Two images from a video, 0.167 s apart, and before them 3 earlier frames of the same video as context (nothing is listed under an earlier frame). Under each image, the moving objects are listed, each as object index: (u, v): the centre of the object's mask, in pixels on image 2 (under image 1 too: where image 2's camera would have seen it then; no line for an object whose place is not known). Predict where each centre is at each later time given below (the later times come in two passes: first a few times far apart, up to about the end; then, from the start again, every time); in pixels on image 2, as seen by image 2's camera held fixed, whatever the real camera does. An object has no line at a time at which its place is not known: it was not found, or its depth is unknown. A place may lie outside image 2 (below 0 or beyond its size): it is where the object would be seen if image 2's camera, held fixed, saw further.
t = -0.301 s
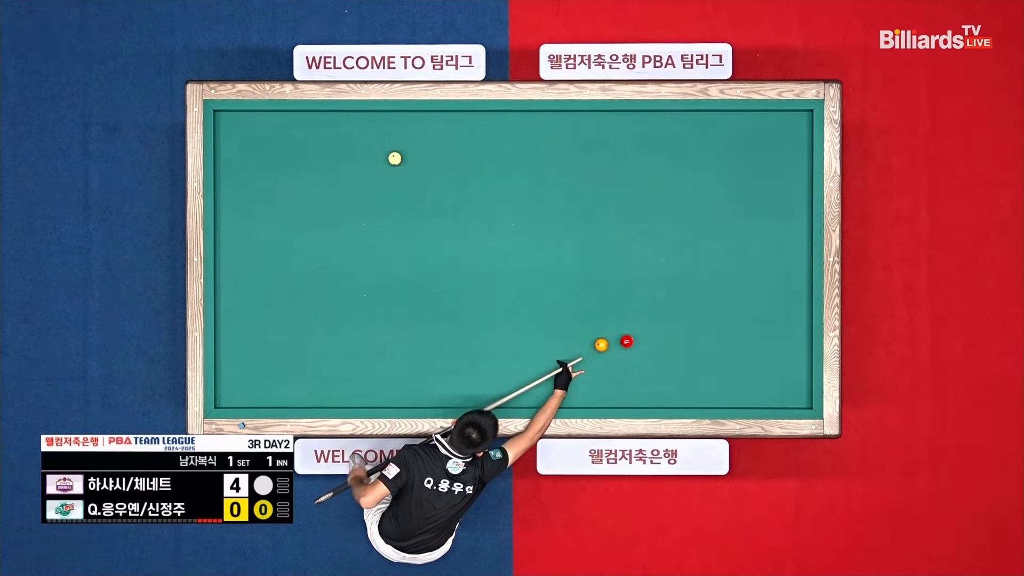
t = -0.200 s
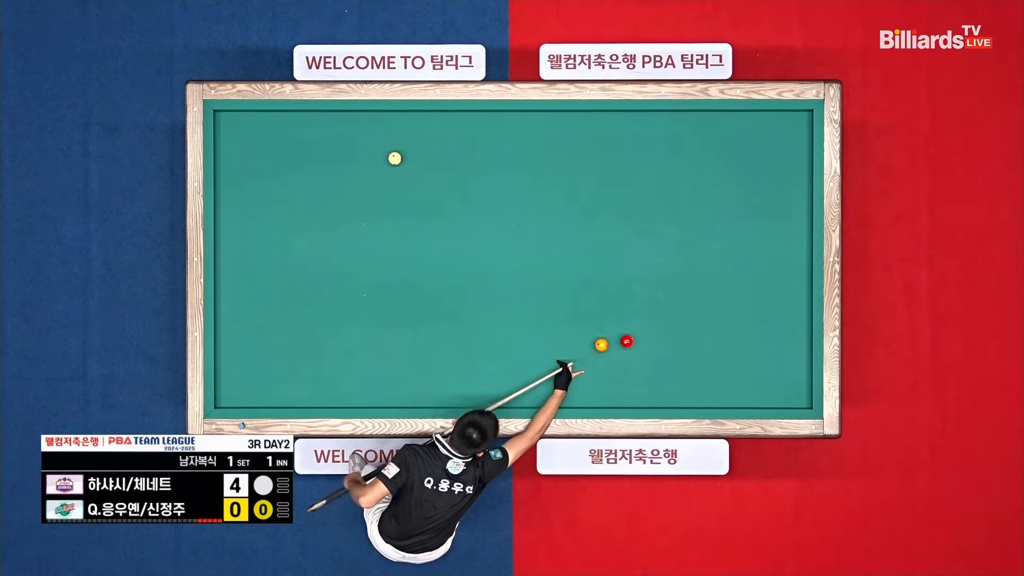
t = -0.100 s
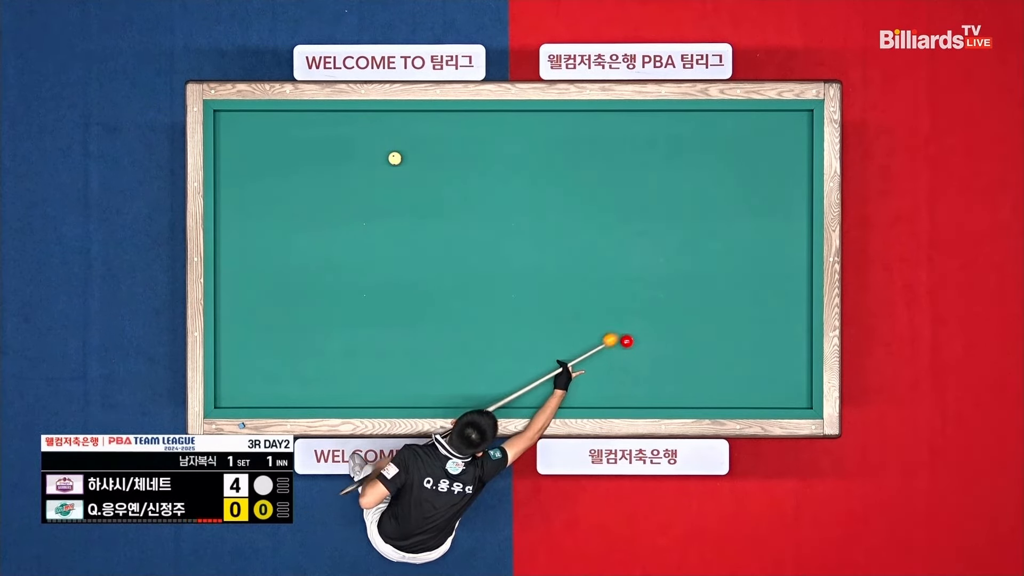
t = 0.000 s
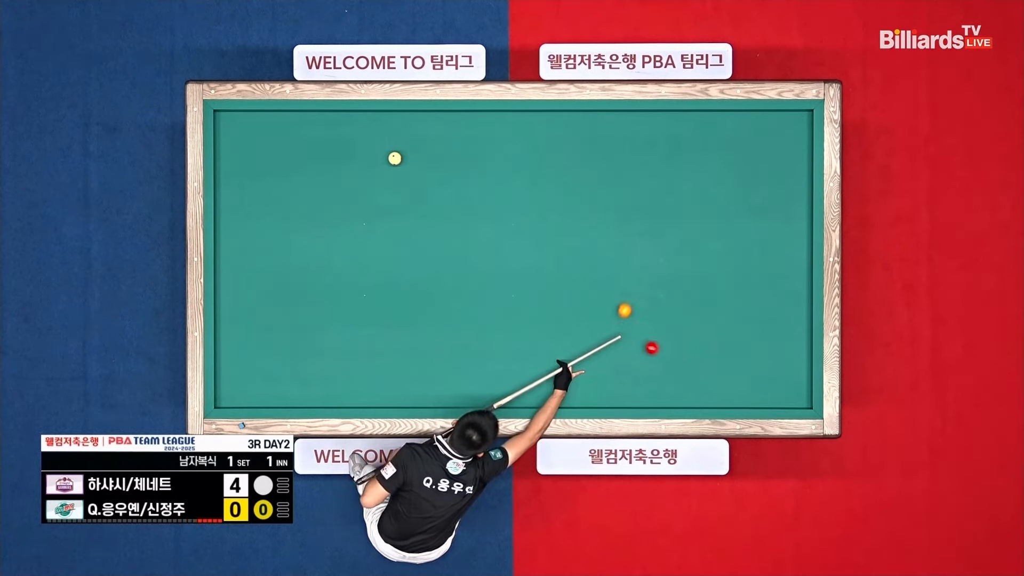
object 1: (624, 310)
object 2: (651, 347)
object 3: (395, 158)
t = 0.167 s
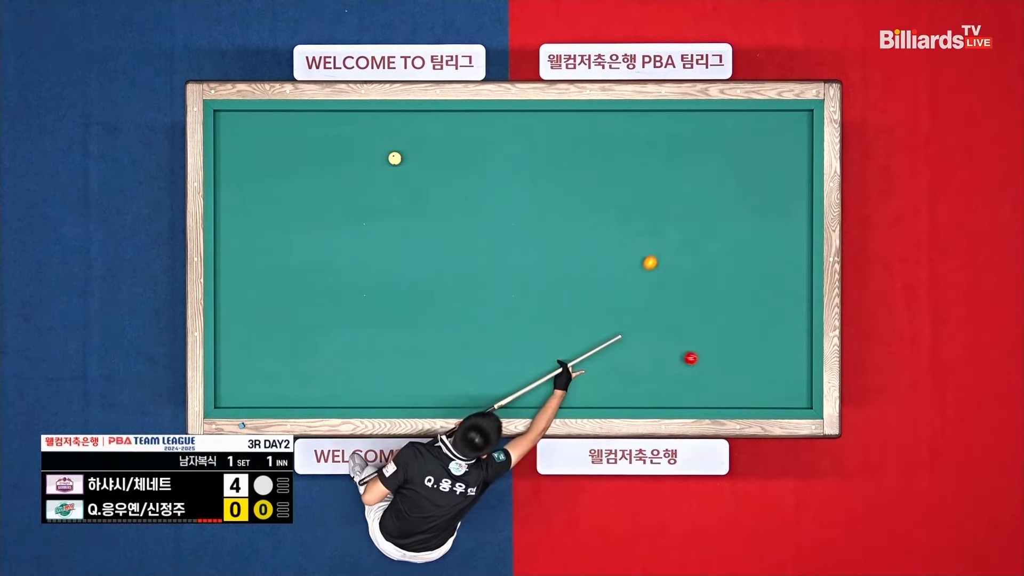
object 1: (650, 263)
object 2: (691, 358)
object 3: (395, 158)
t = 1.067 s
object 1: (797, 183)
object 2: (766, 397)
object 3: (395, 158)
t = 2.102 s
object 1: (727, 331)
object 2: (663, 391)
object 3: (395, 158)
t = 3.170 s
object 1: (642, 362)
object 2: (571, 378)
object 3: (395, 158)
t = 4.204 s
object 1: (558, 289)
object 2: (490, 366)
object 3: (395, 158)
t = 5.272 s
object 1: (480, 222)
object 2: (420, 355)
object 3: (395, 158)
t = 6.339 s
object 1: (413, 164)
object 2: (361, 344)
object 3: (395, 158)
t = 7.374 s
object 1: (399, 117)
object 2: (313, 334)
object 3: (362, 155)
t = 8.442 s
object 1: (397, 135)
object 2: (274, 327)
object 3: (337, 152)
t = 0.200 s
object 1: (656, 253)
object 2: (697, 360)
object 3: (395, 158)
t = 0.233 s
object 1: (662, 244)
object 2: (704, 362)
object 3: (395, 158)
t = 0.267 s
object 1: (668, 235)
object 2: (710, 364)
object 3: (395, 158)
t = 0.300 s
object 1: (671, 230)
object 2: (714, 364)
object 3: (395, 158)
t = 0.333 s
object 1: (677, 221)
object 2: (720, 366)
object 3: (395, 158)
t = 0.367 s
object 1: (682, 212)
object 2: (727, 368)
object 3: (395, 158)
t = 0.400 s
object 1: (691, 198)
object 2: (737, 371)
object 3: (395, 158)
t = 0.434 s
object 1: (697, 189)
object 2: (744, 372)
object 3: (395, 158)
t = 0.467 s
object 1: (703, 180)
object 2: (750, 374)
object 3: (395, 158)
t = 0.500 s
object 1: (709, 171)
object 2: (757, 376)
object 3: (395, 158)
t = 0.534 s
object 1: (715, 161)
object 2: (764, 378)
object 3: (395, 158)
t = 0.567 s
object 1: (721, 152)
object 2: (770, 380)
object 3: (395, 158)
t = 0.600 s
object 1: (727, 143)
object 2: (777, 381)
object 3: (395, 158)
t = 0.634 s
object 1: (733, 134)
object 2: (784, 383)
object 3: (395, 158)
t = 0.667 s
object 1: (739, 125)
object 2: (790, 385)
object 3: (395, 158)
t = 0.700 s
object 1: (741, 120)
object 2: (793, 386)
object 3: (395, 158)
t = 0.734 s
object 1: (747, 118)
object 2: (800, 387)
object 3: (395, 158)
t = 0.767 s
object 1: (752, 126)
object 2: (806, 389)
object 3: (395, 158)
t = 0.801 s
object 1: (759, 137)
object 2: (798, 390)
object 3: (395, 158)
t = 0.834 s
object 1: (764, 144)
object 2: (793, 391)
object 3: (395, 158)
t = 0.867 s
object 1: (768, 150)
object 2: (789, 392)
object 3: (395, 158)
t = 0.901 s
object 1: (773, 156)
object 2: (785, 393)
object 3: (395, 158)
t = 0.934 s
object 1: (778, 162)
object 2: (781, 394)
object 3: (395, 158)
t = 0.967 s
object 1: (783, 167)
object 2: (777, 395)
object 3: (395, 158)
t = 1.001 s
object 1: (787, 172)
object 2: (774, 395)
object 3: (395, 158)
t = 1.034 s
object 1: (792, 178)
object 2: (770, 396)
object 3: (395, 158)
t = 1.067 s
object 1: (797, 183)
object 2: (766, 397)
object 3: (395, 158)
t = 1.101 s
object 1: (799, 185)
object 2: (764, 398)
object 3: (395, 158)
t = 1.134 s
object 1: (804, 190)
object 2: (760, 398)
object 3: (395, 158)
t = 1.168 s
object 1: (805, 195)
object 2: (756, 399)
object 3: (395, 158)
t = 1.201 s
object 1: (800, 203)
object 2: (751, 401)
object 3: (395, 158)
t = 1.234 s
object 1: (797, 208)
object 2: (747, 401)
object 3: (395, 158)
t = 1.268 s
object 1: (794, 213)
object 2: (744, 402)
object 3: (395, 158)
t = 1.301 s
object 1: (791, 217)
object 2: (741, 402)
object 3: (395, 158)
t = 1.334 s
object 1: (788, 222)
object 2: (737, 402)
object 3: (395, 158)
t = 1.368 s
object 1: (785, 227)
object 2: (734, 401)
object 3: (395, 158)
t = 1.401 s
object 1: (783, 232)
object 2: (730, 401)
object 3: (395, 158)
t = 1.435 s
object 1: (780, 237)
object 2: (727, 400)
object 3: (395, 158)
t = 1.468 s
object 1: (777, 242)
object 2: (724, 400)
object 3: (395, 158)
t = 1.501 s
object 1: (776, 244)
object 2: (722, 400)
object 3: (395, 158)
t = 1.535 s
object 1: (773, 249)
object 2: (719, 399)
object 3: (395, 158)
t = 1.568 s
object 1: (770, 253)
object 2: (715, 399)
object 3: (395, 158)
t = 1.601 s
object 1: (766, 261)
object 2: (710, 398)
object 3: (395, 158)
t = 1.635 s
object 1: (764, 266)
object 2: (707, 398)
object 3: (395, 158)
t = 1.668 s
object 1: (761, 270)
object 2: (704, 397)
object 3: (395, 158)
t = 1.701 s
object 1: (758, 275)
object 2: (701, 397)
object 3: (395, 158)
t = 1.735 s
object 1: (756, 280)
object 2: (698, 396)
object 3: (395, 158)
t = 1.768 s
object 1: (753, 284)
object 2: (695, 396)
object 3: (395, 158)
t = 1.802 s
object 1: (751, 289)
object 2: (691, 395)
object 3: (395, 158)
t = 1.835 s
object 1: (748, 294)
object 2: (688, 395)
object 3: (395, 158)
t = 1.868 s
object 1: (746, 296)
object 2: (687, 395)
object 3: (395, 158)
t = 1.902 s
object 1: (744, 301)
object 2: (683, 394)
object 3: (395, 158)
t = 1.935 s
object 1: (742, 305)
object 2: (680, 394)
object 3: (395, 158)
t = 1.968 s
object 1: (739, 310)
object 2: (677, 393)
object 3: (395, 158)
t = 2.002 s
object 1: (735, 317)
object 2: (672, 393)
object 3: (395, 158)
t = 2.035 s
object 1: (732, 322)
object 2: (669, 392)
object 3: (395, 158)
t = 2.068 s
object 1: (730, 326)
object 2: (667, 392)
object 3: (395, 158)
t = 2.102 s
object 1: (727, 331)
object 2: (663, 391)
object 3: (395, 158)
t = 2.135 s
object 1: (725, 336)
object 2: (660, 391)
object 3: (395, 158)
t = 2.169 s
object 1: (722, 340)
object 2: (657, 391)
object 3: (395, 158)
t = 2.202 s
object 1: (720, 344)
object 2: (654, 390)
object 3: (395, 158)
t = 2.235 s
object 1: (717, 349)
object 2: (651, 390)
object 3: (395, 158)
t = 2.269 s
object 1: (716, 351)
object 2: (649, 390)
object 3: (395, 158)
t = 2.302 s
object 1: (713, 356)
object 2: (646, 389)
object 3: (395, 158)
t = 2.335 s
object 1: (710, 360)
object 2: (644, 389)
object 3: (395, 158)
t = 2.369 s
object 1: (708, 365)
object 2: (640, 388)
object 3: (395, 158)
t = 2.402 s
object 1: (706, 369)
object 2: (637, 388)
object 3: (395, 158)
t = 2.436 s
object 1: (702, 376)
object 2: (633, 387)
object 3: (395, 158)
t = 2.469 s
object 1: (699, 380)
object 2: (630, 387)
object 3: (395, 158)
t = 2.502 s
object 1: (697, 385)
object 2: (627, 386)
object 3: (395, 158)
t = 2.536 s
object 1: (694, 389)
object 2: (624, 386)
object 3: (395, 158)
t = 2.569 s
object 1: (692, 394)
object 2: (621, 386)
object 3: (395, 158)
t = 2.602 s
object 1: (689, 398)
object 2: (618, 385)
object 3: (395, 158)
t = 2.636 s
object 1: (687, 402)
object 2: (615, 385)
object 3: (395, 158)
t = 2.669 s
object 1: (685, 401)
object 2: (613, 385)
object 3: (395, 158)
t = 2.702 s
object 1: (682, 398)
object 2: (611, 384)
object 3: (395, 158)
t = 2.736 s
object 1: (679, 395)
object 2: (608, 384)
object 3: (395, 158)
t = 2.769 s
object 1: (677, 392)
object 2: (605, 383)
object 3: (395, 158)
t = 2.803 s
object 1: (672, 388)
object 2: (601, 383)
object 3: (395, 158)
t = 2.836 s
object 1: (669, 386)
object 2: (598, 382)
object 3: (395, 158)
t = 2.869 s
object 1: (666, 383)
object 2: (595, 382)
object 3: (395, 158)
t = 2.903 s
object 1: (664, 381)
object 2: (592, 381)
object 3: (395, 158)
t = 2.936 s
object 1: (661, 378)
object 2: (589, 381)
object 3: (395, 158)
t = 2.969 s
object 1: (658, 376)
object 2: (586, 381)
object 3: (395, 158)
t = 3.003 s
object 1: (655, 373)
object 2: (584, 380)
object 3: (395, 158)
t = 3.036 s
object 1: (652, 371)
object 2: (581, 380)
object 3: (395, 158)
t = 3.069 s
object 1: (651, 370)
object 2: (580, 380)
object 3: (395, 158)
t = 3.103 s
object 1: (648, 367)
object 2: (577, 380)
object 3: (395, 158)
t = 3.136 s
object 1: (645, 364)
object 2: (574, 379)
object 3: (395, 158)
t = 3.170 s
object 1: (642, 362)
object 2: (571, 378)
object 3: (395, 158)
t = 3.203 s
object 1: (638, 358)
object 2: (567, 378)
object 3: (395, 158)
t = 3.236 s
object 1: (635, 356)
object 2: (564, 378)
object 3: (395, 158)
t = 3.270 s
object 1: (633, 354)
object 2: (562, 377)
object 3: (395, 158)
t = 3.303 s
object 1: (630, 351)
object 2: (559, 377)
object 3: (395, 158)
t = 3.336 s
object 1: (627, 349)
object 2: (556, 377)
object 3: (395, 158)
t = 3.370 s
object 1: (624, 347)
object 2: (554, 376)
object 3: (395, 158)
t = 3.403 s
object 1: (621, 344)
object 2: (551, 376)
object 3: (395, 158)
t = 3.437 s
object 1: (620, 343)
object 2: (550, 375)
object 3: (395, 158)
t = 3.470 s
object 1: (617, 340)
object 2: (547, 375)
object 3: (395, 158)
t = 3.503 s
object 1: (615, 338)
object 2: (545, 375)
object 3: (395, 158)
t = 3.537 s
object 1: (612, 336)
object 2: (541, 374)
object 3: (395, 158)
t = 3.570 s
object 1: (609, 333)
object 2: (539, 374)
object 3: (395, 158)
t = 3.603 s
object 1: (605, 330)
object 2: (535, 373)
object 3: (395, 158)
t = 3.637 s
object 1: (602, 327)
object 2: (533, 373)
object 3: (395, 158)
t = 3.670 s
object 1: (600, 325)
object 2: (530, 372)
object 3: (395, 158)
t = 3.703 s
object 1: (597, 323)
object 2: (528, 372)
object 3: (395, 158)
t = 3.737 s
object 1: (594, 320)
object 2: (525, 372)
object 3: (395, 158)
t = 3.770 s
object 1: (592, 318)
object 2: (523, 371)
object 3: (395, 158)
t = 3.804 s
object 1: (589, 316)
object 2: (520, 371)
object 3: (395, 158)
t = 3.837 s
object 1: (588, 315)
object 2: (519, 371)
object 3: (395, 158)
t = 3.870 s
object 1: (585, 312)
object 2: (516, 370)
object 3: (395, 158)
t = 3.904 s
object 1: (582, 310)
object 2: (514, 370)
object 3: (395, 158)
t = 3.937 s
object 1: (580, 308)
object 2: (511, 370)
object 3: (395, 158)
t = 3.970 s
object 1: (577, 306)
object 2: (509, 369)
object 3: (395, 158)
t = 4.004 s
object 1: (573, 302)
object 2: (505, 369)
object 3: (395, 158)
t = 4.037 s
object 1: (571, 300)
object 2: (502, 368)
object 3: (395, 158)
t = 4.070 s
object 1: (568, 298)
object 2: (500, 368)
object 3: (395, 158)
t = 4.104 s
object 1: (565, 296)
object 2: (498, 368)
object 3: (395, 158)
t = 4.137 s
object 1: (563, 293)
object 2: (495, 367)
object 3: (395, 158)
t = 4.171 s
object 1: (560, 291)
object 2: (493, 367)
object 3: (395, 158)
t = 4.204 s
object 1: (558, 289)
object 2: (490, 366)
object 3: (395, 158)
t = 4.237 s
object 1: (556, 288)
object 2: (489, 366)
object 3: (395, 158)
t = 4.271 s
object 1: (554, 285)
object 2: (487, 366)
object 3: (395, 158)
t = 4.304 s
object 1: (551, 283)
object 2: (484, 366)
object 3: (395, 158)
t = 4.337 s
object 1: (549, 281)
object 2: (482, 365)
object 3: (395, 158)
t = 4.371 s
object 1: (546, 279)
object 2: (480, 365)
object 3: (395, 158)
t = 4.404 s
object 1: (543, 276)
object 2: (476, 364)
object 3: (395, 158)
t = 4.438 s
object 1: (540, 273)
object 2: (474, 364)
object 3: (395, 158)
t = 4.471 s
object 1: (538, 271)
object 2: (471, 363)
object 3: (395, 158)
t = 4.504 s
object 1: (535, 269)
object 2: (469, 363)
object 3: (395, 158)
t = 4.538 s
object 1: (533, 267)
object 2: (467, 363)
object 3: (395, 158)
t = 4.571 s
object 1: (530, 265)
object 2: (465, 363)
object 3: (395, 158)
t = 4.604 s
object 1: (529, 264)
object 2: (463, 362)
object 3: (395, 158)
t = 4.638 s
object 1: (527, 262)
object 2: (461, 362)
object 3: (395, 158)
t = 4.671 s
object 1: (524, 260)
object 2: (459, 362)
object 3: (395, 158)
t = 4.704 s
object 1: (522, 258)
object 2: (457, 361)
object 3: (395, 158)
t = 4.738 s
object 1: (519, 256)
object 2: (454, 361)
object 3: (395, 158)
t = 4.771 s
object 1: (517, 254)
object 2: (452, 361)
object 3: (395, 158)
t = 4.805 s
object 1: (513, 250)
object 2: (449, 360)
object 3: (395, 158)
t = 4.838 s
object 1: (511, 248)
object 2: (447, 359)
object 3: (395, 158)
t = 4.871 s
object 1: (508, 246)
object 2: (445, 359)
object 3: (395, 158)
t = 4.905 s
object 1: (506, 244)
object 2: (443, 359)
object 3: (395, 158)
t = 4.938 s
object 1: (504, 242)
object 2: (441, 358)
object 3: (395, 158)
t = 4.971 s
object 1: (501, 240)
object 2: (438, 358)
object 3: (395, 158)
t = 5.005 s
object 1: (500, 239)
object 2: (437, 358)
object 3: (395, 158)
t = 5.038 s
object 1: (498, 237)
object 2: (435, 357)
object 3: (395, 158)
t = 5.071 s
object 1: (495, 235)
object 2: (433, 357)
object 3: (395, 158)
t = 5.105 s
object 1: (493, 233)
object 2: (431, 357)
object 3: (395, 158)
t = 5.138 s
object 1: (491, 231)
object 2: (429, 356)
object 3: (395, 158)
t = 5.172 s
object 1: (488, 229)
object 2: (427, 356)
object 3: (395, 158)
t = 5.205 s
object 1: (485, 226)
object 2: (424, 355)
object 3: (395, 158)
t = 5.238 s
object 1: (483, 224)
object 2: (421, 355)
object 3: (395, 158)
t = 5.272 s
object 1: (480, 222)
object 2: (420, 355)
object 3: (395, 158)
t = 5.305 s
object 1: (478, 220)
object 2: (418, 354)
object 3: (395, 158)
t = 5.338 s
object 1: (476, 218)
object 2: (416, 354)
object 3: (395, 158)
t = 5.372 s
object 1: (474, 216)
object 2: (413, 354)
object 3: (395, 158)
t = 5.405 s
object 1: (472, 215)
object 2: (413, 353)
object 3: (395, 158)
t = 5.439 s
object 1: (470, 213)
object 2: (411, 353)
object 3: (395, 158)
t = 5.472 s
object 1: (468, 211)
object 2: (409, 353)
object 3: (395, 158)
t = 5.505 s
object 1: (466, 209)
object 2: (406, 353)
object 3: (395, 158)
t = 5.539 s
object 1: (464, 208)
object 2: (404, 352)
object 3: (395, 158)
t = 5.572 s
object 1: (461, 206)
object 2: (403, 352)
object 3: (395, 158)
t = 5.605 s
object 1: (458, 203)
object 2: (400, 351)
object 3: (395, 158)
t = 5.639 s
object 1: (456, 201)
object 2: (398, 351)
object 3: (395, 158)
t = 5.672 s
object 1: (454, 199)
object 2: (396, 351)
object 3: (395, 158)
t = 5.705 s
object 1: (452, 197)
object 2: (394, 350)
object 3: (395, 158)
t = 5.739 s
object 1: (449, 195)
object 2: (392, 350)
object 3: (395, 158)
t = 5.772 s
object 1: (448, 194)
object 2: (391, 350)
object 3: (395, 158)
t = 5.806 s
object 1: (446, 192)
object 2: (389, 349)
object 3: (395, 158)
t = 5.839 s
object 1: (444, 191)
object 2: (387, 349)
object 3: (395, 158)
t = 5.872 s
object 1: (442, 189)
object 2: (385, 349)
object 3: (395, 158)
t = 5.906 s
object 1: (440, 187)
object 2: (383, 349)
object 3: (395, 158)
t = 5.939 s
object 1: (438, 185)
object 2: (382, 348)
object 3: (395, 158)
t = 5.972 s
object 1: (435, 183)
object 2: (380, 348)
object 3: (395, 158)
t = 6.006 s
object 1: (432, 180)
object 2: (377, 347)
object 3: (395, 158)
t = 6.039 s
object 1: (430, 179)
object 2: (375, 347)
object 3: (395, 158)
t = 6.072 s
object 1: (428, 177)
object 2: (373, 347)
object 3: (395, 158)
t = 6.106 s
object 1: (426, 175)
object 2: (372, 346)
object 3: (395, 158)
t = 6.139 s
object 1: (424, 173)
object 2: (370, 346)
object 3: (395, 158)
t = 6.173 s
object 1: (423, 172)
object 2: (370, 346)
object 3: (395, 158)
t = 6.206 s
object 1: (421, 170)
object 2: (368, 345)
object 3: (395, 158)
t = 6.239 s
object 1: (419, 169)
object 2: (366, 345)
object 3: (395, 158)
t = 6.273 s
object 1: (417, 167)
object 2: (364, 345)
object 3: (395, 158)
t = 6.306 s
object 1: (415, 165)
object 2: (362, 345)
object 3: (395, 158)
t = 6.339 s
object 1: (413, 164)
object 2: (361, 344)
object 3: (395, 158)
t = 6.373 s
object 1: (411, 162)
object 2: (359, 344)
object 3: (395, 158)
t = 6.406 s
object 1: (408, 159)
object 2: (356, 343)
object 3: (394, 158)
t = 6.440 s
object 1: (407, 157)
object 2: (355, 343)
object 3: (393, 158)
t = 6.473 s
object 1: (407, 156)
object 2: (353, 343)
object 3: (392, 158)
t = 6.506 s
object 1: (407, 154)
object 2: (351, 342)
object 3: (391, 158)
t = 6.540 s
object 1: (407, 153)
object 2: (350, 342)
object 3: (389, 158)
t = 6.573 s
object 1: (406, 152)
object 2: (349, 342)
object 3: (389, 158)
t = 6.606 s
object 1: (406, 150)
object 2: (347, 341)
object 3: (388, 157)
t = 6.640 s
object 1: (406, 149)
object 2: (346, 341)
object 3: (386, 157)
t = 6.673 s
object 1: (405, 147)
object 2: (344, 341)
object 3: (385, 157)
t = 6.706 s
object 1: (405, 146)
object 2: (343, 341)
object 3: (384, 157)
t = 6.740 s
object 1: (405, 144)
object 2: (341, 340)
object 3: (383, 157)
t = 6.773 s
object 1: (404, 143)
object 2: (339, 340)
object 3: (382, 157)
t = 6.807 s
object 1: (404, 141)
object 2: (337, 340)
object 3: (380, 157)
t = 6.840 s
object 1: (404, 139)
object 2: (336, 339)
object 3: (379, 157)
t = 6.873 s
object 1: (403, 138)
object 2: (334, 339)
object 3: (378, 157)
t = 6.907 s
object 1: (403, 136)
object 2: (333, 339)
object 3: (377, 156)
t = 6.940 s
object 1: (403, 135)
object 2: (331, 338)
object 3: (376, 156)
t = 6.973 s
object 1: (402, 134)
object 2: (330, 338)
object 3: (375, 156)
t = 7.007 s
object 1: (402, 133)
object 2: (329, 338)
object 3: (374, 156)
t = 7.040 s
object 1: (402, 131)
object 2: (328, 338)
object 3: (373, 156)
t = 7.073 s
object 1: (401, 130)
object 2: (326, 337)
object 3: (372, 156)
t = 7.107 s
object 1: (401, 128)
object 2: (324, 337)
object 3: (371, 156)
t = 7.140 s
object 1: (401, 127)
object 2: (323, 337)
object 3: (370, 156)
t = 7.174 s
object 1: (401, 126)
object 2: (322, 336)
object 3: (369, 156)
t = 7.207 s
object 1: (400, 124)
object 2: (320, 336)
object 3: (367, 156)
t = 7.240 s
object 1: (400, 122)
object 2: (317, 336)
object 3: (366, 155)
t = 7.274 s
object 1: (399, 121)
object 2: (316, 335)
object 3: (365, 155)
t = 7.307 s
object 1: (399, 119)
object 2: (315, 335)
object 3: (364, 155)
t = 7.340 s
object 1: (399, 119)
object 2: (314, 335)
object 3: (363, 155)
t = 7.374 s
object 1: (399, 117)
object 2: (313, 334)
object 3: (362, 155)
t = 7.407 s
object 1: (399, 117)
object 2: (311, 334)
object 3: (361, 155)
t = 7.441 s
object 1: (398, 117)
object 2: (310, 334)
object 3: (360, 155)
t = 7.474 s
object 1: (398, 118)
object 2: (308, 334)
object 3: (360, 155)
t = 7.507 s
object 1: (398, 119)
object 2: (307, 334)
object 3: (359, 155)
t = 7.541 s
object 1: (398, 119)
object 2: (306, 333)
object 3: (358, 155)
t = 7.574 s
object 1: (398, 120)
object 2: (305, 333)
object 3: (357, 154)
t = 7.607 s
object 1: (398, 121)
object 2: (303, 333)
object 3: (356, 154)
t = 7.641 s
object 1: (398, 122)
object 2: (301, 332)
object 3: (355, 154)
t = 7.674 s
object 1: (398, 122)
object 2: (300, 332)
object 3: (354, 154)
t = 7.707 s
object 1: (398, 123)
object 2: (299, 332)
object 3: (353, 154)
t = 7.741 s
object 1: (398, 123)
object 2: (299, 332)
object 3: (353, 154)
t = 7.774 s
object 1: (398, 124)
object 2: (297, 332)
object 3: (352, 154)
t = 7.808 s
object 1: (397, 124)
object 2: (296, 331)
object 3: (351, 154)
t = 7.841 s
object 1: (397, 125)
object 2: (294, 331)
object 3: (350, 154)
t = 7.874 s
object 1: (397, 126)
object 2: (293, 331)
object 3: (349, 154)
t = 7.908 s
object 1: (397, 126)
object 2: (292, 331)
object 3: (349, 154)
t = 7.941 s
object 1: (397, 127)
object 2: (291, 330)
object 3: (348, 153)
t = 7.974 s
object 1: (397, 128)
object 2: (289, 330)
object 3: (347, 153)
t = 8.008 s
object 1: (398, 128)
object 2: (288, 330)
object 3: (346, 153)
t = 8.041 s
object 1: (397, 129)
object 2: (287, 329)
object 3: (345, 153)
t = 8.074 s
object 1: (397, 129)
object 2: (286, 329)
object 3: (345, 153)
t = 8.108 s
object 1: (397, 130)
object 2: (285, 329)
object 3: (344, 153)
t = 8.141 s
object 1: (397, 130)
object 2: (284, 329)
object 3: (343, 153)
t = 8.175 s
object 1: (397, 130)
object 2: (283, 328)
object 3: (343, 153)
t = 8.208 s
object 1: (397, 131)
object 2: (282, 328)
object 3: (342, 153)
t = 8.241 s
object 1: (397, 132)
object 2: (281, 328)
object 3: (341, 153)
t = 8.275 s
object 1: (397, 132)
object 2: (280, 328)
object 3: (341, 153)
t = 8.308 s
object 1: (397, 133)
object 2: (278, 328)
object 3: (340, 153)
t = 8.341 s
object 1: (397, 133)
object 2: (278, 327)
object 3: (340, 152)
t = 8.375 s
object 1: (397, 134)
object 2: (276, 327)
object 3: (339, 152)
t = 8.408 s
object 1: (397, 134)
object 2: (275, 327)
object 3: (338, 152)
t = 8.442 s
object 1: (397, 135)
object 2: (274, 327)
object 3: (337, 152)
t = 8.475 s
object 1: (397, 135)
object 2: (273, 327)
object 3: (337, 152)
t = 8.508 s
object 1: (397, 135)
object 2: (272, 326)
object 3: (336, 152)
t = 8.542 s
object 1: (397, 136)
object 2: (271, 326)
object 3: (336, 152)
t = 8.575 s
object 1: (397, 136)
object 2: (270, 326)
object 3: (335, 152)
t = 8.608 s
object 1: (397, 137)
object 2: (269, 326)
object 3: (335, 152)
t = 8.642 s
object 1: (397, 137)
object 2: (268, 325)
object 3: (334, 152)
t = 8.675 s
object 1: (397, 137)
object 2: (267, 325)
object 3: (334, 152)
